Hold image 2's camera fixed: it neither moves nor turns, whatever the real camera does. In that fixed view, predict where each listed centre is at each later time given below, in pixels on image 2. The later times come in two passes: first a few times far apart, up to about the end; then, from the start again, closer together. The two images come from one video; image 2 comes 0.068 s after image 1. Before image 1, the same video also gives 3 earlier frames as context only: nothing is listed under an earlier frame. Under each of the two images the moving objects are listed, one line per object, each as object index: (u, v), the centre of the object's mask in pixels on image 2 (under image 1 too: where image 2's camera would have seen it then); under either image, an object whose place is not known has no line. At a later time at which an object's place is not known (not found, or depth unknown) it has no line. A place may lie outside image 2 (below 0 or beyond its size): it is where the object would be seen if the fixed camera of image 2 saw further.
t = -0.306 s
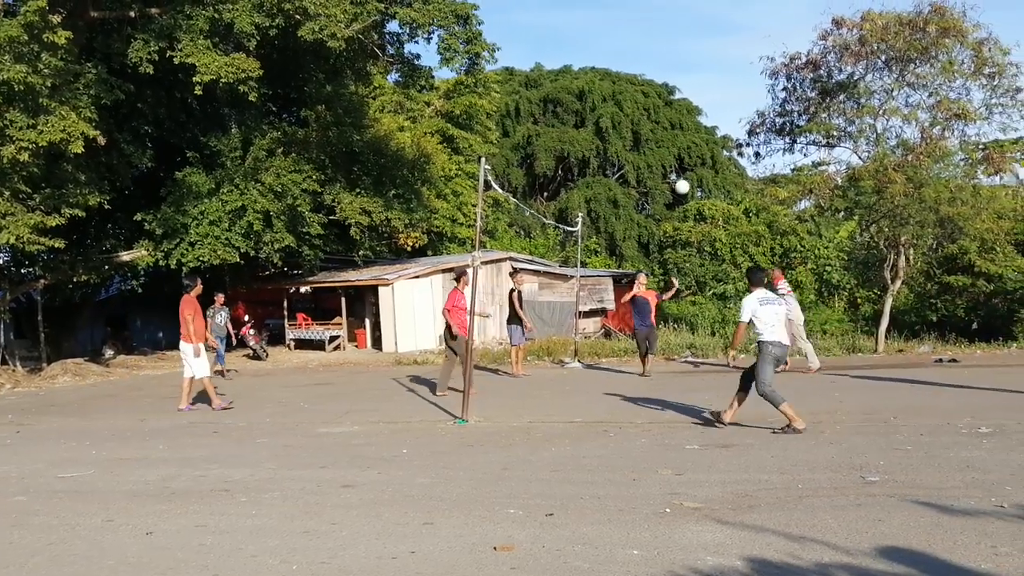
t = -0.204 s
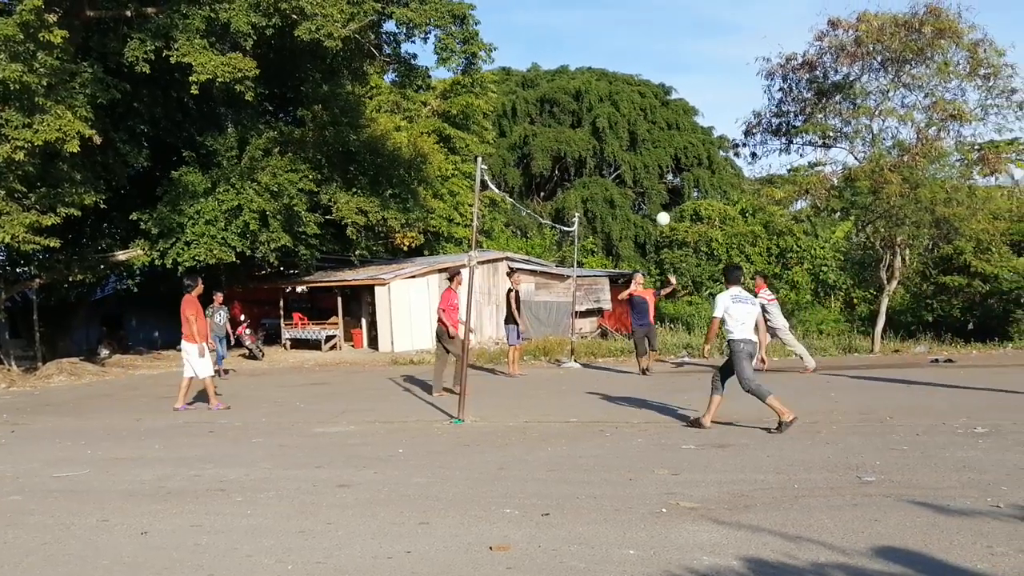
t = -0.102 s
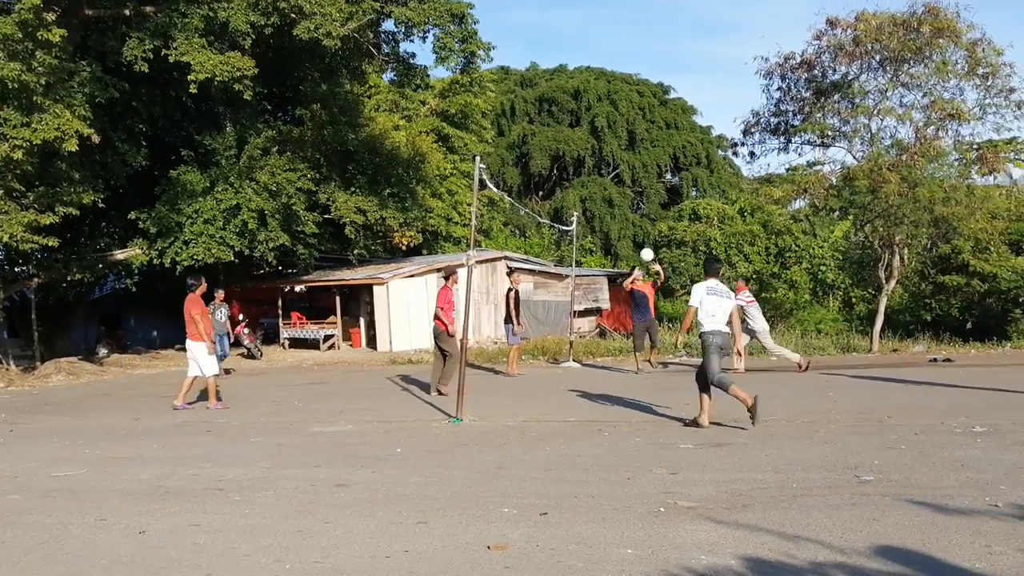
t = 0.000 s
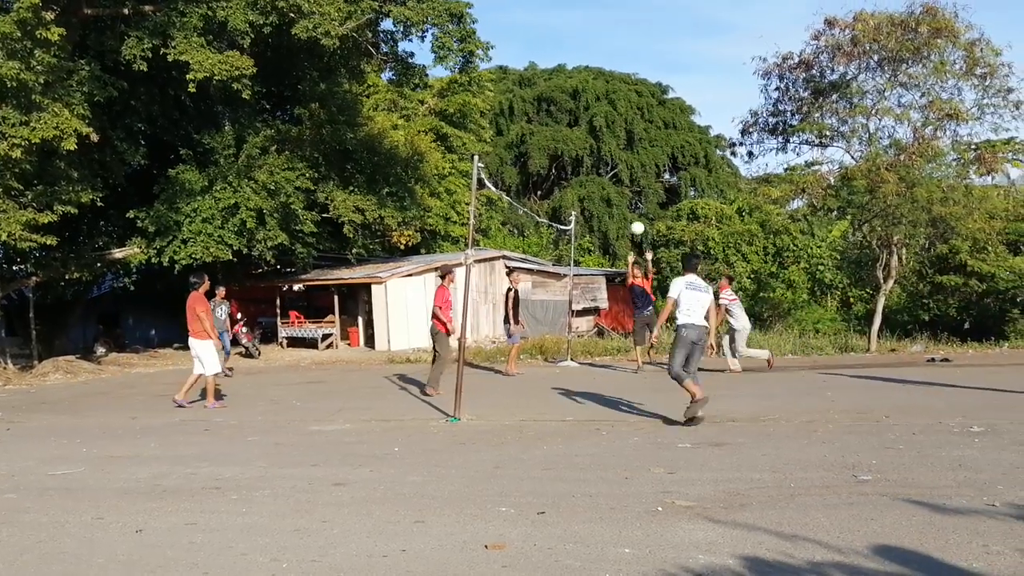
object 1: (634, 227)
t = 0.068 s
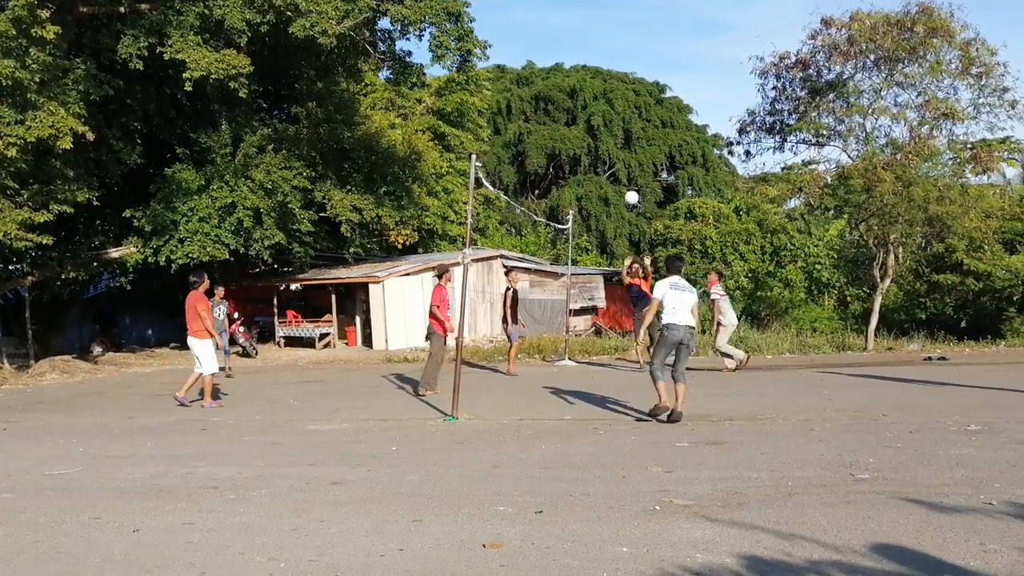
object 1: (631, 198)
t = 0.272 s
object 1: (623, 122)
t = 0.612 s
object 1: (606, 50)
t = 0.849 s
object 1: (594, 46)
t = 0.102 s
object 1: (631, 183)
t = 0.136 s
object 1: (629, 170)
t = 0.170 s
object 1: (627, 158)
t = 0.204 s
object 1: (626, 145)
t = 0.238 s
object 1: (625, 134)
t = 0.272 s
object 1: (623, 122)
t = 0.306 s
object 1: (621, 112)
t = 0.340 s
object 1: (620, 102)
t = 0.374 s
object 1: (618, 93)
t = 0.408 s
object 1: (615, 85)
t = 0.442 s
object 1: (614, 77)
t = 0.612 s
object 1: (606, 50)
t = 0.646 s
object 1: (604, 47)
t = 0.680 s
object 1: (603, 45)
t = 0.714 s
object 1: (601, 43)
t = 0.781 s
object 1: (597, 43)
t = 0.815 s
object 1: (596, 44)
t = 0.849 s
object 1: (594, 46)
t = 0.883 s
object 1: (592, 49)
